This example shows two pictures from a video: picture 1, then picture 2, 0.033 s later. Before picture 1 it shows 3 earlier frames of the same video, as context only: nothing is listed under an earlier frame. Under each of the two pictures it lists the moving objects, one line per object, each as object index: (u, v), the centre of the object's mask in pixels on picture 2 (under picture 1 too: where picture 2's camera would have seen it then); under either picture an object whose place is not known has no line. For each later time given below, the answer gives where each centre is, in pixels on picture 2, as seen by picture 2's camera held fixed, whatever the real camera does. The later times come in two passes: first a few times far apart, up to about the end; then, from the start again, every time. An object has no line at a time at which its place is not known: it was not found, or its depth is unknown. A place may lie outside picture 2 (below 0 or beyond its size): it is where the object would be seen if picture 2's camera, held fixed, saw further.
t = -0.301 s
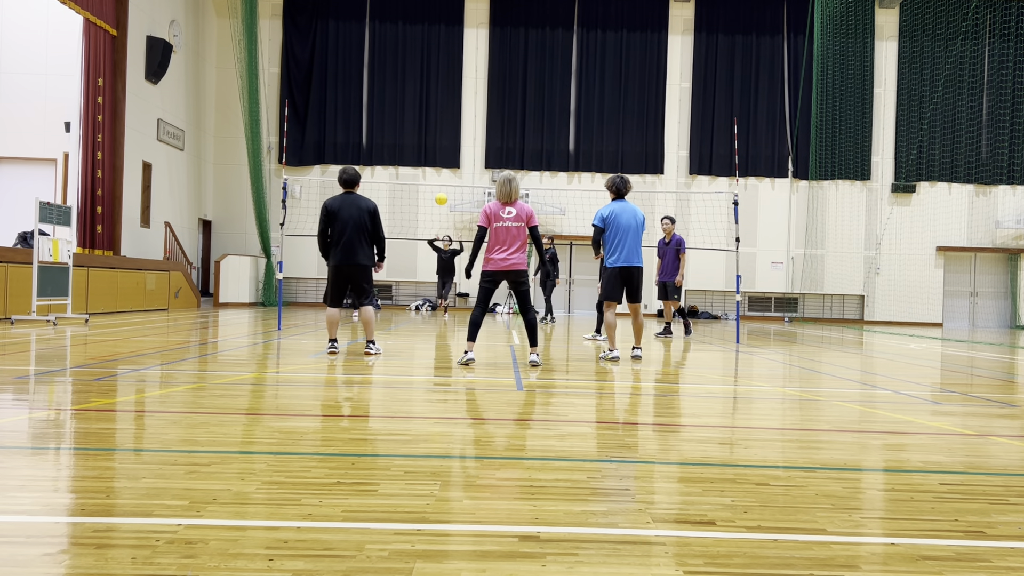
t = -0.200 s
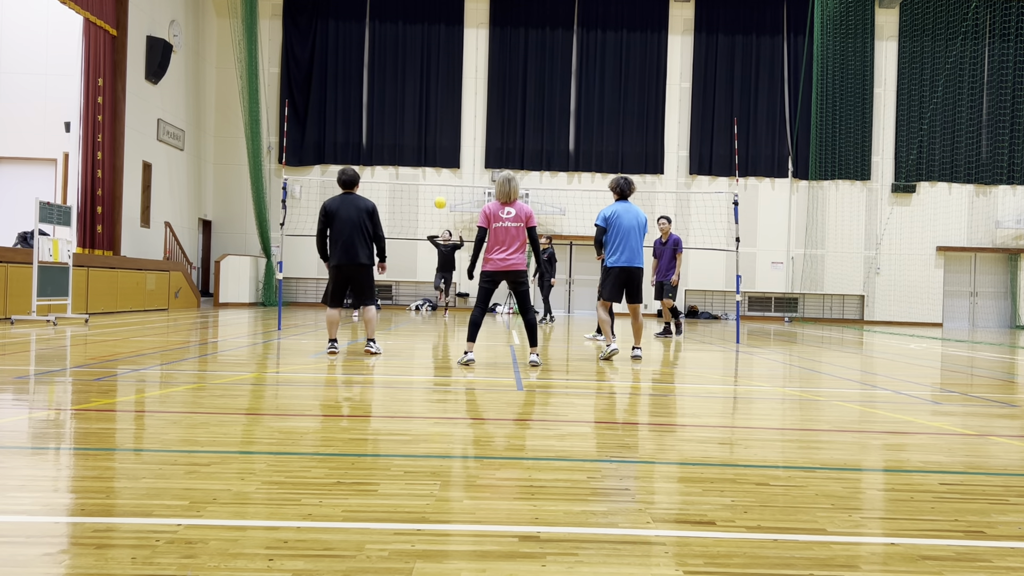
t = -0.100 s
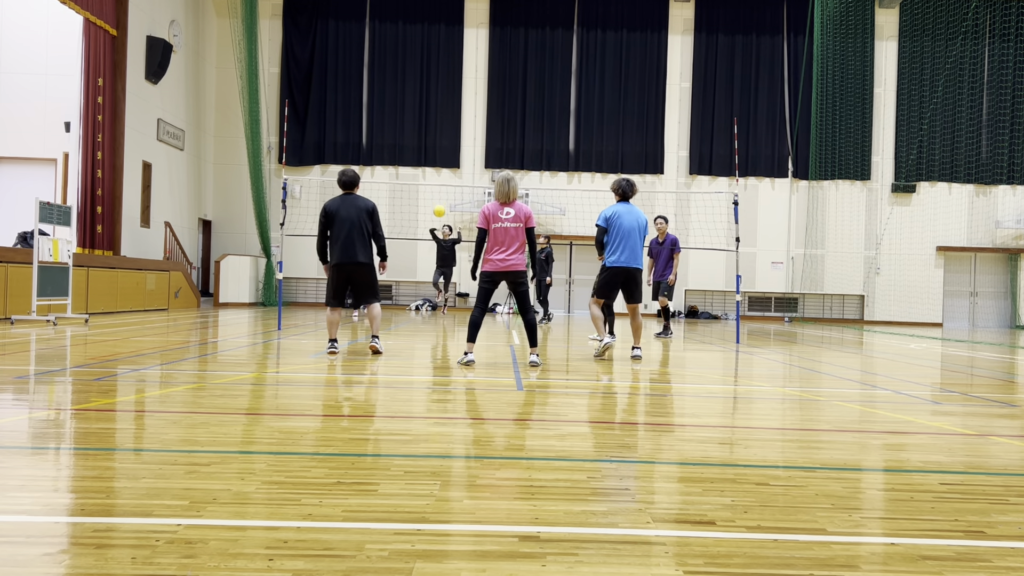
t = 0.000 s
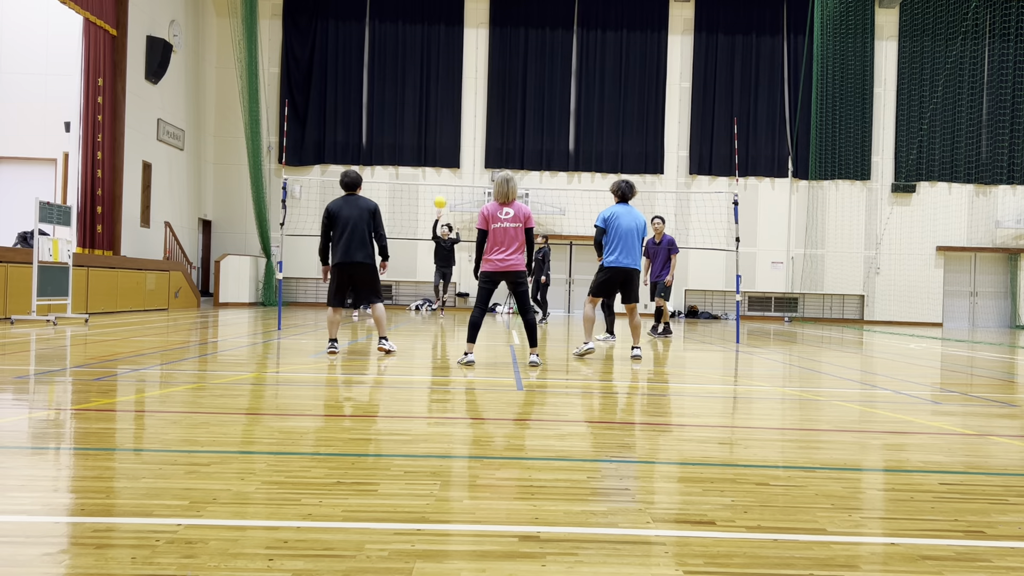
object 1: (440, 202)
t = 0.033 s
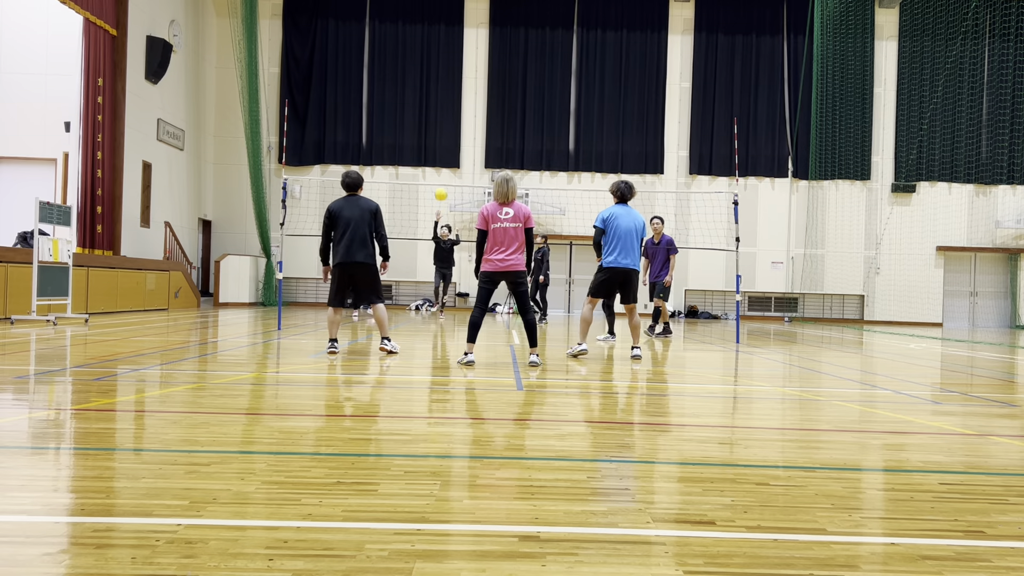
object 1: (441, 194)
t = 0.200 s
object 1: (444, 157)
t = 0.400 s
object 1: (444, 128)
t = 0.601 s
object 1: (446, 125)
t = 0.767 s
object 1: (450, 152)
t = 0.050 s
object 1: (441, 191)
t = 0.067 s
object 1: (441, 186)
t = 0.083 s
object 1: (442, 183)
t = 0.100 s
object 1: (442, 178)
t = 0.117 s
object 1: (443, 175)
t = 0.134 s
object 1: (443, 171)
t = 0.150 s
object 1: (443, 167)
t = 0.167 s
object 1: (443, 164)
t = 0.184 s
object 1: (444, 160)
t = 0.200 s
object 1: (444, 157)
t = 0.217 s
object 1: (444, 154)
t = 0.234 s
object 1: (444, 151)
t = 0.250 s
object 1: (444, 148)
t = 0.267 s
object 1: (444, 145)
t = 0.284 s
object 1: (444, 142)
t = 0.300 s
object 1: (444, 140)
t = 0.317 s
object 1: (444, 137)
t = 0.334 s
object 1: (444, 135)
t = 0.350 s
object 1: (444, 133)
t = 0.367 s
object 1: (444, 131)
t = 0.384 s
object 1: (444, 129)
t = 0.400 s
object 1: (444, 128)
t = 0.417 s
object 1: (444, 126)
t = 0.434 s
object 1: (444, 125)
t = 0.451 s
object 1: (444, 124)
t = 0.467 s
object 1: (444, 124)
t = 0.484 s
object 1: (444, 123)
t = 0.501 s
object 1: (444, 123)
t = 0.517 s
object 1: (445, 122)
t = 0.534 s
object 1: (445, 123)
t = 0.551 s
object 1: (445, 123)
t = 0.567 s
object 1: (445, 124)
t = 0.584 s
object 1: (445, 124)
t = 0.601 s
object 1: (446, 125)
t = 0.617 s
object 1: (446, 127)
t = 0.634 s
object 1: (446, 128)
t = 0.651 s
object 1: (447, 130)
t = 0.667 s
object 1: (447, 132)
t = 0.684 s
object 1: (448, 135)
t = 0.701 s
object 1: (448, 137)
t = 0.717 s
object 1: (449, 140)
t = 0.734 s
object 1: (449, 144)
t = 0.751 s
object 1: (450, 147)
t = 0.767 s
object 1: (450, 152)
